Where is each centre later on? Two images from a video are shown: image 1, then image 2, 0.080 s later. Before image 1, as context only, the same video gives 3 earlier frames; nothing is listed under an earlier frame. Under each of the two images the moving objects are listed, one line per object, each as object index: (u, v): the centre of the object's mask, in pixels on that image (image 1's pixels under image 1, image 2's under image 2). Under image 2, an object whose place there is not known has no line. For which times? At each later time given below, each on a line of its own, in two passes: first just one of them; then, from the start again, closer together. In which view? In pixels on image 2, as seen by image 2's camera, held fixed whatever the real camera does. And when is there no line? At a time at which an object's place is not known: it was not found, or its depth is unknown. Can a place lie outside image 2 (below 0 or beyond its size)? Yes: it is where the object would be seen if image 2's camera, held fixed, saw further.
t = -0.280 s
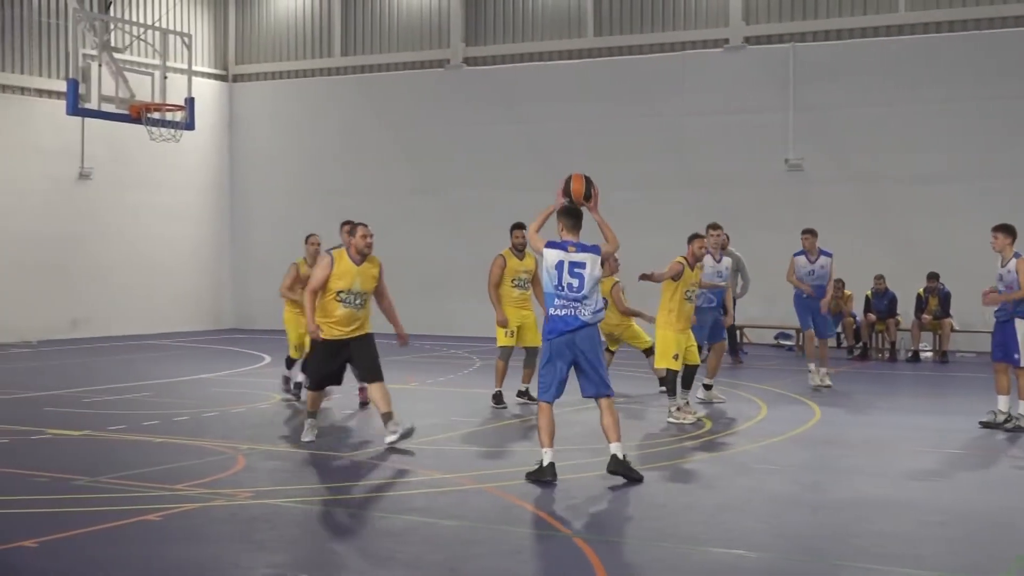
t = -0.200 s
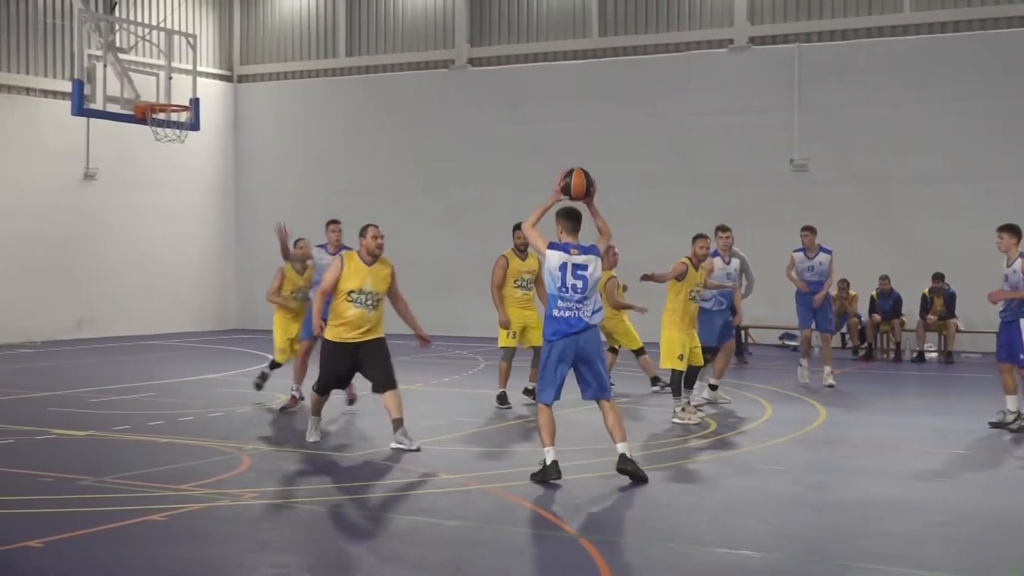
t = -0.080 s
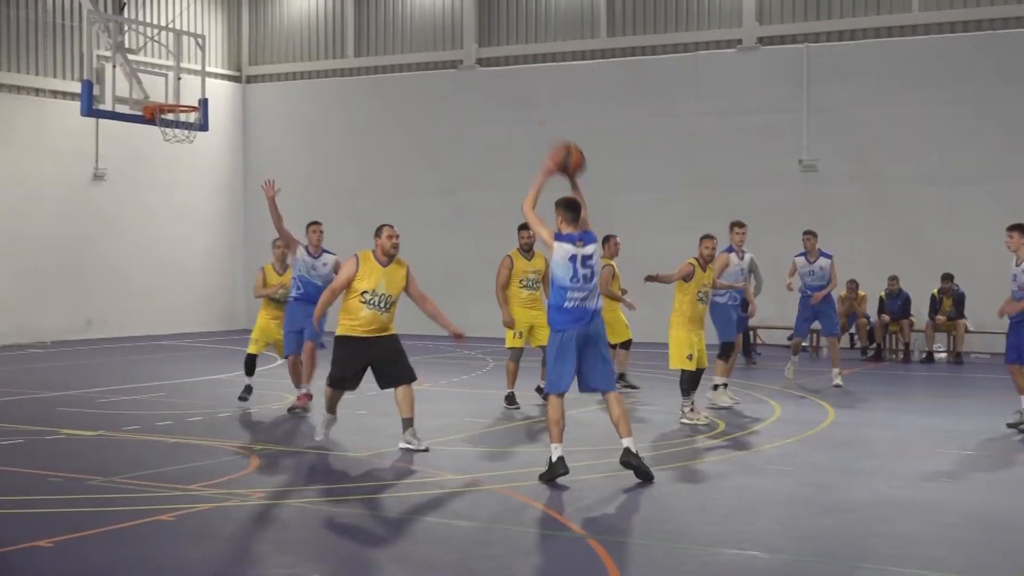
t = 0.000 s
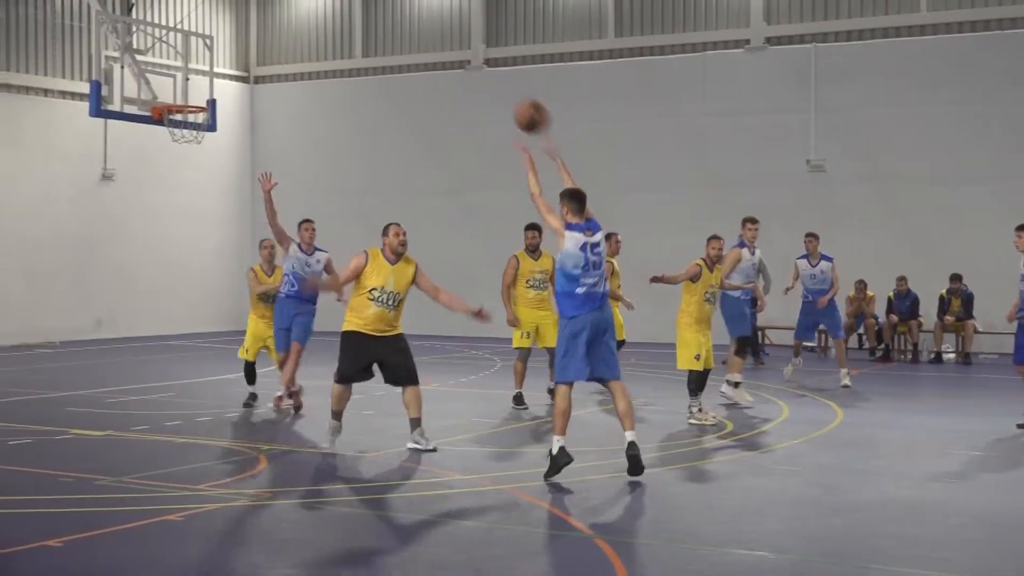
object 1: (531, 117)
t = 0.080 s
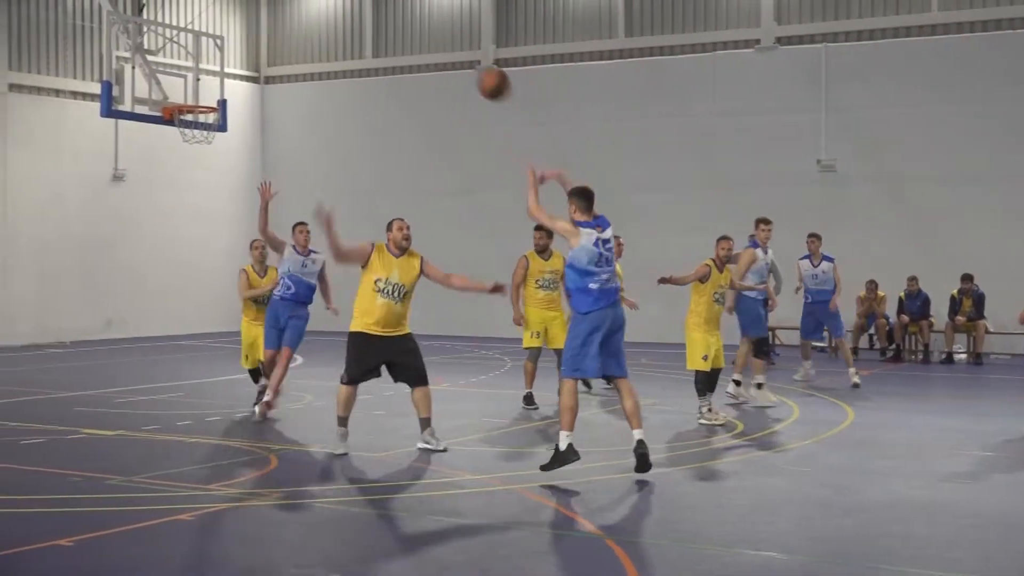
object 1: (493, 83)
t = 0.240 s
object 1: (406, 48)
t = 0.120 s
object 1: (471, 71)
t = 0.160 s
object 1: (448, 61)
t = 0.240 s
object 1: (406, 48)
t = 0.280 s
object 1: (385, 45)
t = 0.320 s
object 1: (368, 44)
